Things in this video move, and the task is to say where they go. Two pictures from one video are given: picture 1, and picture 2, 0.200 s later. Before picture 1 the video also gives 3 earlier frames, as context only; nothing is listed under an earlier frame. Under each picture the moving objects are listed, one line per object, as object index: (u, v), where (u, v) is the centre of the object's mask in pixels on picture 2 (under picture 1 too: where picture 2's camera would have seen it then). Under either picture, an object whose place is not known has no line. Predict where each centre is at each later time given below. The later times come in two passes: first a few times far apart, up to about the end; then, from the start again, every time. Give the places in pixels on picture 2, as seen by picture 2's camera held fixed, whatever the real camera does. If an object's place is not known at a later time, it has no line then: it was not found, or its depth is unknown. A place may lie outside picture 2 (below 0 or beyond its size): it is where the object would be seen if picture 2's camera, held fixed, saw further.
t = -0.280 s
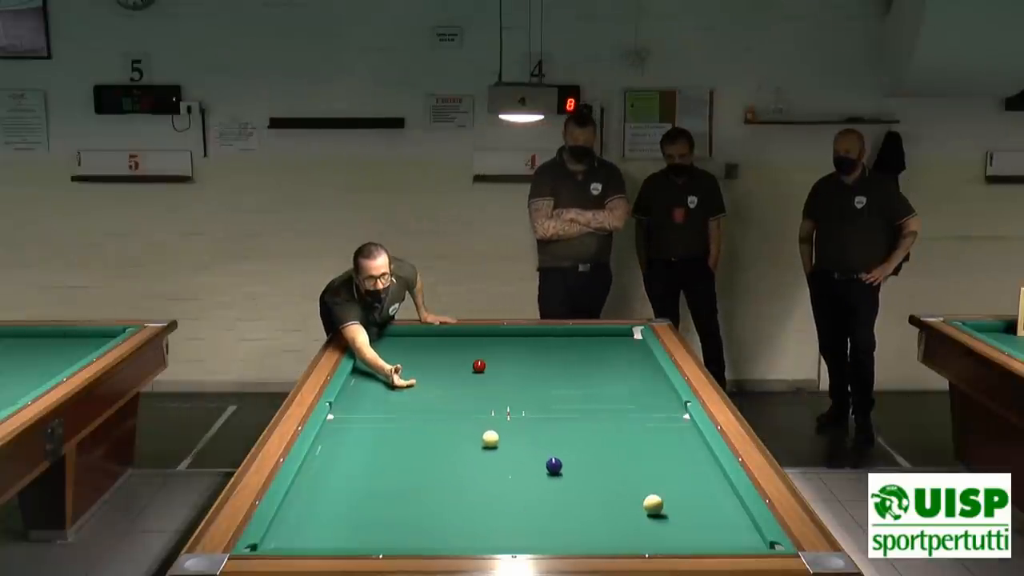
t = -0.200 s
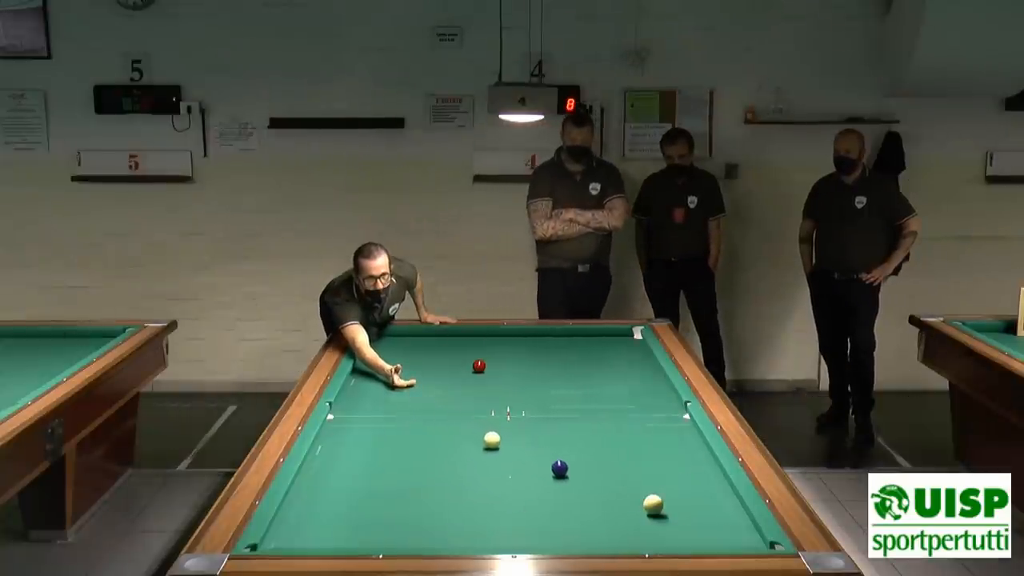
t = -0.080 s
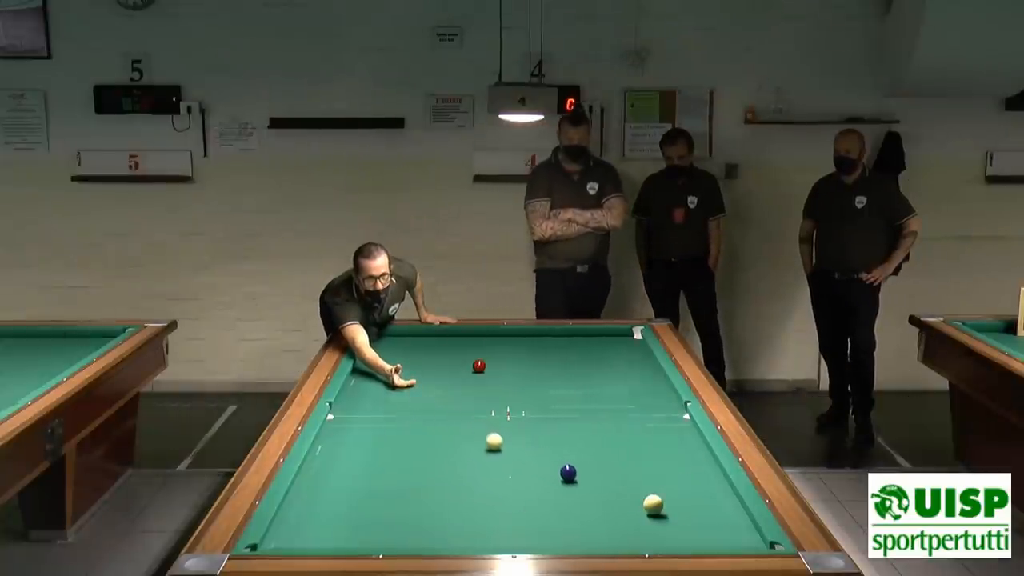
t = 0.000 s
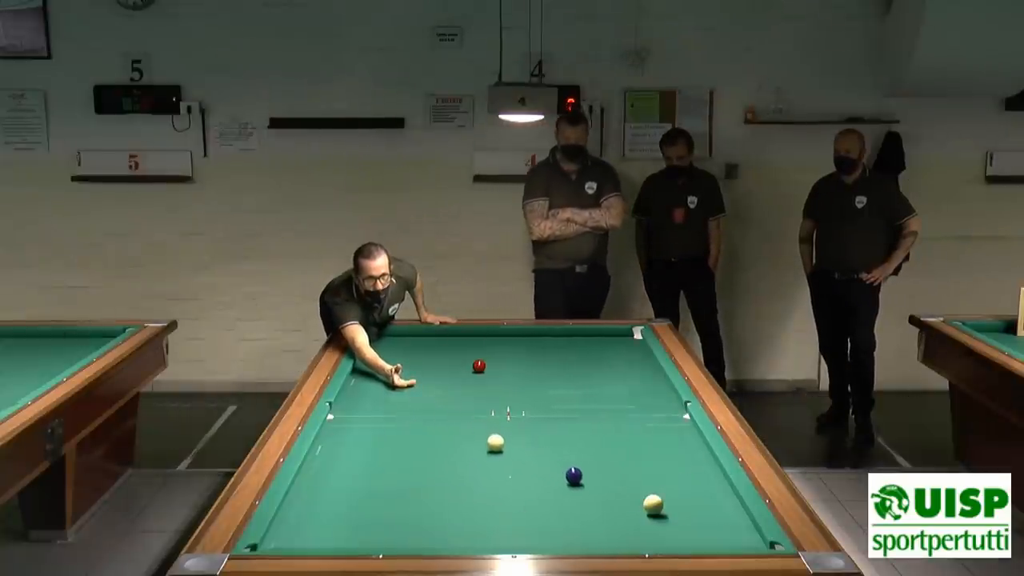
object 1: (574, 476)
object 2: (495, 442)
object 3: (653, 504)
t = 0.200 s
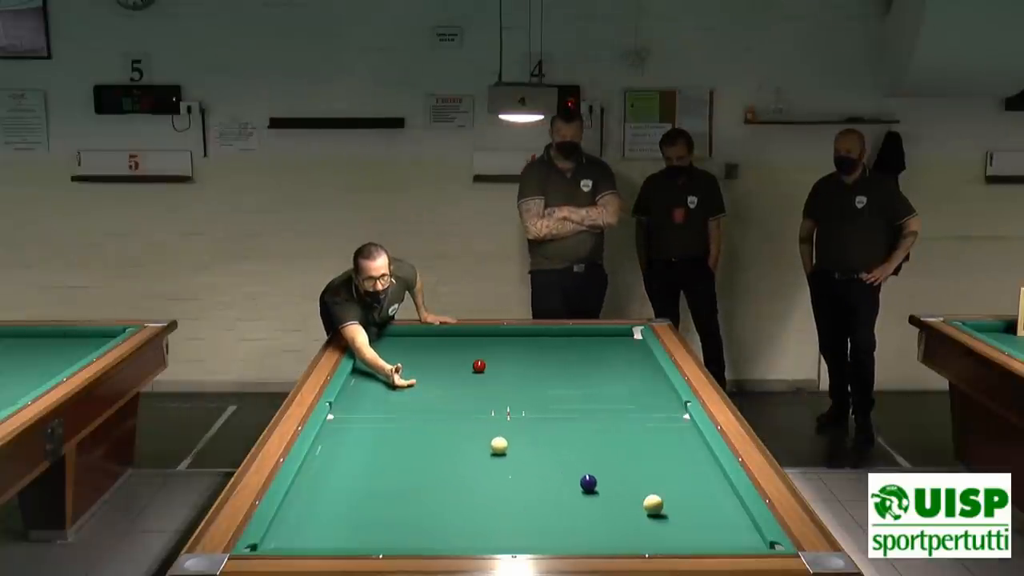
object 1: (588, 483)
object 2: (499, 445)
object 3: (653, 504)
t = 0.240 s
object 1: (591, 485)
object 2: (499, 445)
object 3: (653, 504)
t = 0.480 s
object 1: (609, 493)
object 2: (503, 448)
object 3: (653, 504)
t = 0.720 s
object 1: (627, 502)
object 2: (507, 451)
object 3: (653, 504)
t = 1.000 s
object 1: (639, 513)
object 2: (510, 454)
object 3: (659, 504)
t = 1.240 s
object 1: (645, 522)
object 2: (513, 457)
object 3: (666, 504)
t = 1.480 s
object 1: (652, 532)
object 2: (516, 459)
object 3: (672, 504)
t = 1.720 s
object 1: (658, 539)
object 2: (518, 461)
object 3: (678, 504)
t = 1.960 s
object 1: (664, 543)
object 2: (521, 463)
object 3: (683, 504)
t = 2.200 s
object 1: (666, 543)
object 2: (523, 464)
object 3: (687, 504)
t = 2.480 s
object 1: (666, 541)
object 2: (525, 466)
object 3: (692, 504)
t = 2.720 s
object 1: (666, 538)
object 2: (526, 467)
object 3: (694, 505)
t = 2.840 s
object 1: (667, 537)
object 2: (526, 468)
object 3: (695, 505)
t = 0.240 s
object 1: (591, 485)
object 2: (499, 445)
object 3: (653, 504)
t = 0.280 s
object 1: (594, 486)
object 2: (500, 446)
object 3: (653, 504)
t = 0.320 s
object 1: (597, 487)
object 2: (501, 446)
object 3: (653, 504)
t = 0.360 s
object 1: (600, 489)
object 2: (501, 447)
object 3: (653, 504)
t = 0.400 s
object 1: (603, 490)
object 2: (502, 447)
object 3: (653, 504)
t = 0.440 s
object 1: (606, 492)
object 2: (503, 448)
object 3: (653, 504)
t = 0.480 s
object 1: (609, 493)
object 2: (503, 448)
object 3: (653, 504)
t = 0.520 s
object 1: (612, 495)
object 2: (504, 449)
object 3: (653, 504)
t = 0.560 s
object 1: (615, 497)
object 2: (504, 449)
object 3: (653, 504)
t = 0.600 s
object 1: (618, 498)
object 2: (505, 450)
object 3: (653, 504)
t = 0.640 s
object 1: (621, 499)
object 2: (505, 450)
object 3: (653, 504)
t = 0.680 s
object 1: (624, 501)
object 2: (506, 450)
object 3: (653, 504)
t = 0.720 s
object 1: (627, 502)
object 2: (507, 451)
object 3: (653, 504)
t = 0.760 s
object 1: (629, 504)
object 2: (507, 451)
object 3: (653, 504)
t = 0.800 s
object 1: (632, 505)
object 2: (508, 452)
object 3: (653, 504)
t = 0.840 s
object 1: (634, 507)
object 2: (508, 452)
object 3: (654, 504)
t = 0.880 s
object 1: (635, 508)
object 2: (509, 453)
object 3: (655, 504)
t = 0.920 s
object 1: (637, 510)
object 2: (509, 453)
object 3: (656, 504)
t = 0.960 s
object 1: (638, 511)
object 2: (510, 453)
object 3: (658, 504)
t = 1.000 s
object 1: (639, 513)
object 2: (510, 454)
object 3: (659, 504)
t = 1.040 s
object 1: (640, 514)
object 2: (511, 454)
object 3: (660, 504)
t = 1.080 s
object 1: (641, 516)
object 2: (511, 455)
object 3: (661, 504)
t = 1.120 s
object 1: (642, 517)
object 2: (511, 455)
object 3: (663, 504)
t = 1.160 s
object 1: (643, 519)
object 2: (512, 456)
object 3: (664, 504)
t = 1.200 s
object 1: (644, 521)
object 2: (513, 456)
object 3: (665, 504)
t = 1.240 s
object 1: (645, 522)
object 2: (513, 457)
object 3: (666, 504)
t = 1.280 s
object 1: (646, 524)
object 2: (514, 457)
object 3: (667, 504)
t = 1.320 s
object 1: (647, 525)
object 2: (514, 457)
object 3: (668, 504)
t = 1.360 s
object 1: (648, 527)
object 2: (514, 458)
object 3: (669, 504)
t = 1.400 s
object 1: (650, 528)
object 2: (515, 458)
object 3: (670, 504)
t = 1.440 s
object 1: (651, 530)
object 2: (515, 458)
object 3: (672, 504)
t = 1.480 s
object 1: (652, 532)
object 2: (516, 459)
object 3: (672, 504)
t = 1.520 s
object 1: (653, 533)
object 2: (516, 459)
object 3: (673, 504)
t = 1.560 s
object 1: (654, 534)
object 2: (517, 459)
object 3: (674, 504)
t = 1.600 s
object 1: (655, 536)
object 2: (517, 460)
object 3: (675, 504)
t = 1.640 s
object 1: (656, 537)
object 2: (518, 460)
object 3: (676, 504)
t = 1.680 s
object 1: (657, 538)
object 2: (518, 460)
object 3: (677, 504)
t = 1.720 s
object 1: (658, 539)
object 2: (518, 461)
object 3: (678, 504)
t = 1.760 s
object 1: (659, 540)
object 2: (519, 461)
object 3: (679, 504)
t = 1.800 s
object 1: (660, 541)
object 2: (519, 461)
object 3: (680, 504)
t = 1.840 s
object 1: (661, 541)
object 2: (520, 462)
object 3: (681, 504)
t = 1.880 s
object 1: (662, 542)
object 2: (520, 462)
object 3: (682, 504)
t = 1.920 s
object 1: (663, 543)
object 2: (520, 462)
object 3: (682, 504)
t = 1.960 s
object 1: (664, 543)
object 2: (521, 463)
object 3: (683, 504)
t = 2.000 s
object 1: (665, 544)
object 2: (521, 463)
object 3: (684, 504)
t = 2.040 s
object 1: (666, 544)
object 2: (521, 463)
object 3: (685, 504)
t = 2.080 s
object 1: (666, 544)
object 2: (522, 463)
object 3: (685, 504)
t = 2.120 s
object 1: (666, 544)
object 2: (522, 464)
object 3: (686, 504)
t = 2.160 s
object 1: (666, 543)
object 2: (522, 464)
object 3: (687, 504)
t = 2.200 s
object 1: (666, 543)
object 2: (523, 464)
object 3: (687, 504)
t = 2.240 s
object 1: (666, 543)
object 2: (523, 464)
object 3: (688, 504)
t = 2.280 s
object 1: (666, 542)
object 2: (523, 465)
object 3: (689, 504)
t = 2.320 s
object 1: (666, 542)
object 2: (523, 465)
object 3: (689, 504)
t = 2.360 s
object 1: (666, 542)
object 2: (524, 465)
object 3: (690, 504)
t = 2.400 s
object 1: (666, 541)
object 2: (524, 465)
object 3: (690, 504)
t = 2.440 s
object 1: (666, 541)
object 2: (524, 466)
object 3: (691, 504)
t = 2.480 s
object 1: (666, 541)
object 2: (525, 466)
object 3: (692, 504)
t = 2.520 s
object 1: (666, 540)
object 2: (525, 466)
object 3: (692, 504)
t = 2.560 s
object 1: (666, 540)
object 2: (525, 466)
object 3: (692, 504)
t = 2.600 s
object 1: (666, 539)
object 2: (525, 466)
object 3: (693, 505)
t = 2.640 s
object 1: (666, 539)
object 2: (525, 467)
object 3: (693, 505)
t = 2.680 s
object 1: (666, 538)
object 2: (525, 467)
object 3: (694, 505)
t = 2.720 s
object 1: (666, 538)
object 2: (526, 467)
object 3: (694, 505)
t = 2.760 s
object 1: (666, 538)
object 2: (526, 467)
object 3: (694, 505)
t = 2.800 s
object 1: (666, 537)
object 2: (526, 467)
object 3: (695, 505)
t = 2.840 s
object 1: (667, 537)
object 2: (526, 468)
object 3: (695, 505)
